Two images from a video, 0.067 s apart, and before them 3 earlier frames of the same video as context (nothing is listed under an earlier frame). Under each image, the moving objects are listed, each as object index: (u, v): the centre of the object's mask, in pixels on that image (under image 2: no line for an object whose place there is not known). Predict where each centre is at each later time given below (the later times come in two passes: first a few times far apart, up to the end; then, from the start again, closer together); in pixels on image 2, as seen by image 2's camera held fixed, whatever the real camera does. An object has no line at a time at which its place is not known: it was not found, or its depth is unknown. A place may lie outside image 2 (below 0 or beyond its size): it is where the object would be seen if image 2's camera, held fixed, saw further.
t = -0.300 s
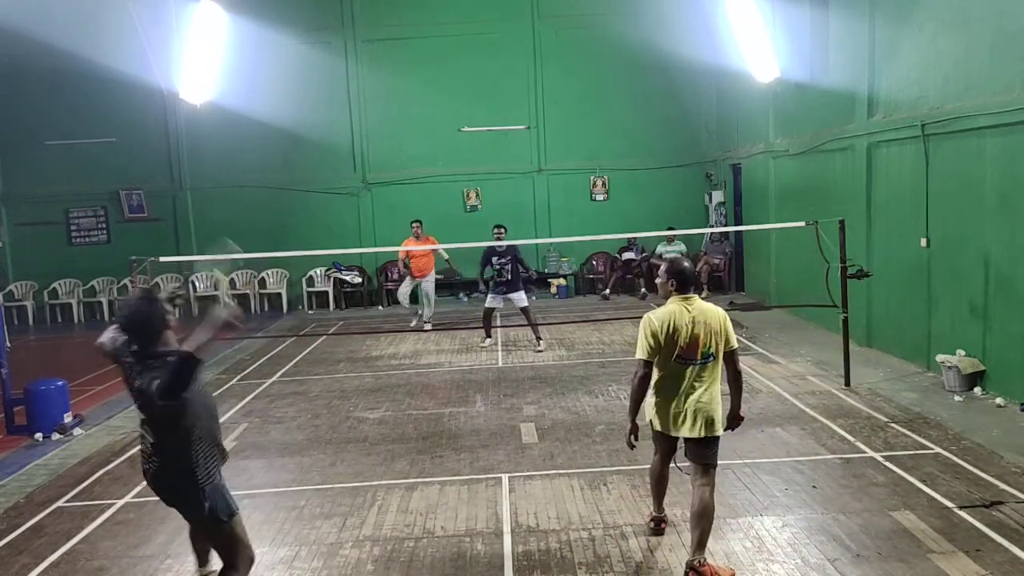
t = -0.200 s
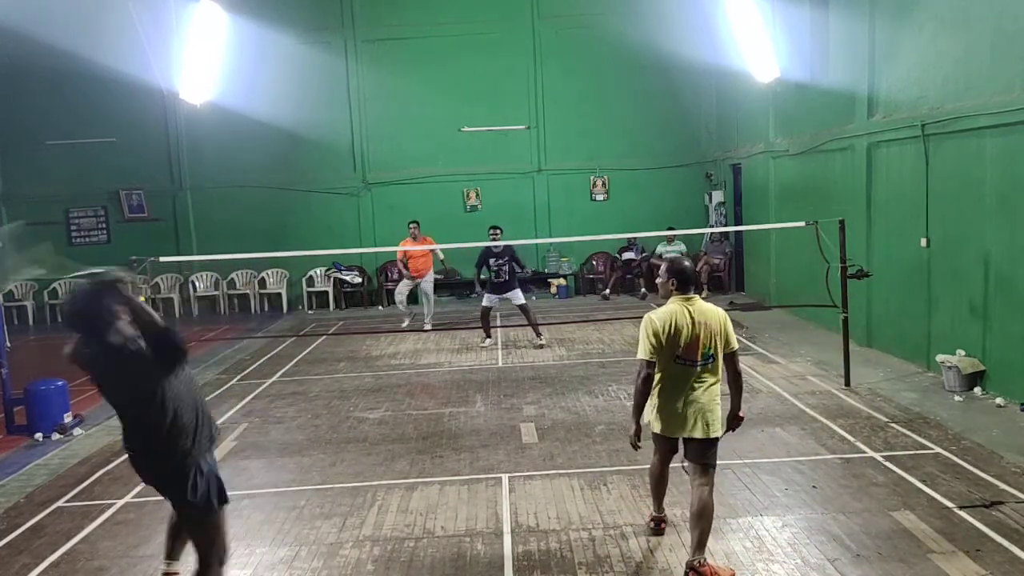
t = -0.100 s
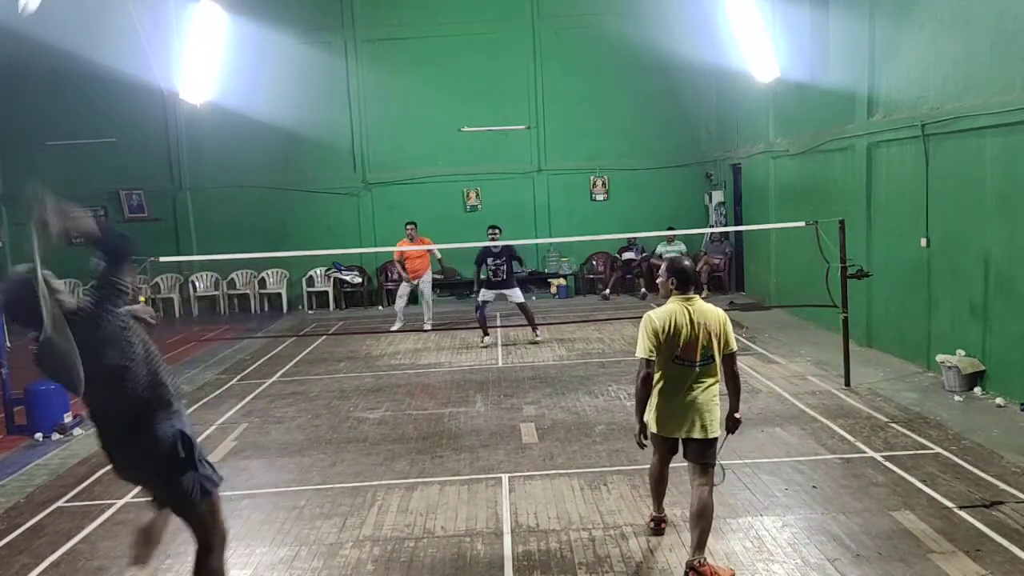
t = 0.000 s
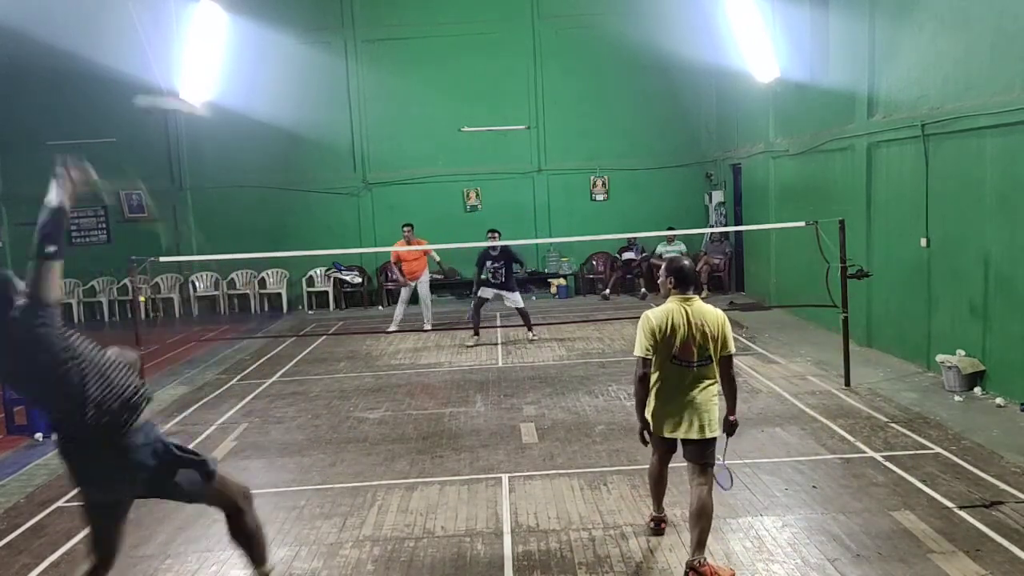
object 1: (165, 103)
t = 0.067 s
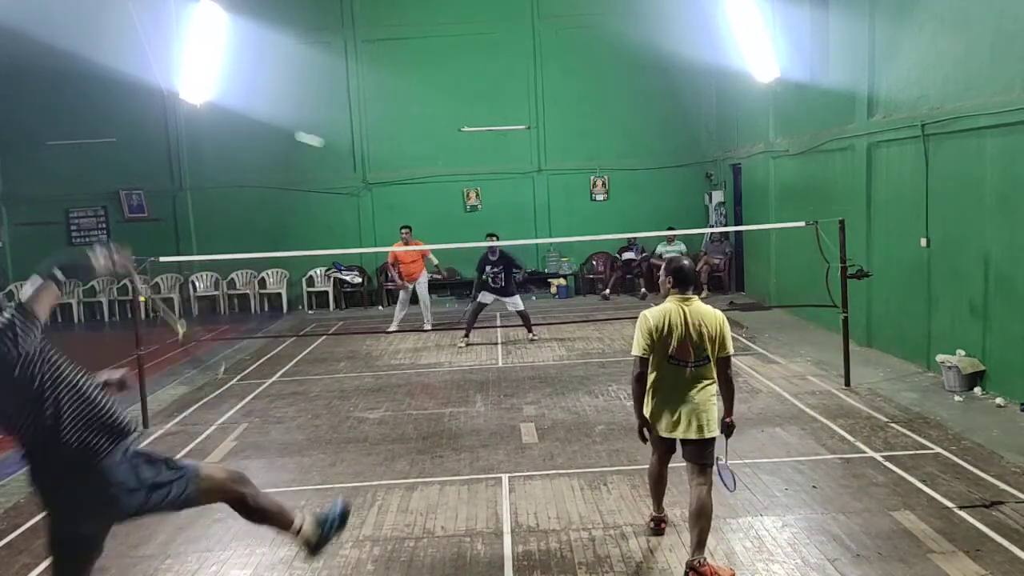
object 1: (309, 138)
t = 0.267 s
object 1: (413, 182)
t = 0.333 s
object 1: (428, 195)
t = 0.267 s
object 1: (413, 182)
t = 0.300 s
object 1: (421, 189)
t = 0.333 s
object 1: (428, 195)
